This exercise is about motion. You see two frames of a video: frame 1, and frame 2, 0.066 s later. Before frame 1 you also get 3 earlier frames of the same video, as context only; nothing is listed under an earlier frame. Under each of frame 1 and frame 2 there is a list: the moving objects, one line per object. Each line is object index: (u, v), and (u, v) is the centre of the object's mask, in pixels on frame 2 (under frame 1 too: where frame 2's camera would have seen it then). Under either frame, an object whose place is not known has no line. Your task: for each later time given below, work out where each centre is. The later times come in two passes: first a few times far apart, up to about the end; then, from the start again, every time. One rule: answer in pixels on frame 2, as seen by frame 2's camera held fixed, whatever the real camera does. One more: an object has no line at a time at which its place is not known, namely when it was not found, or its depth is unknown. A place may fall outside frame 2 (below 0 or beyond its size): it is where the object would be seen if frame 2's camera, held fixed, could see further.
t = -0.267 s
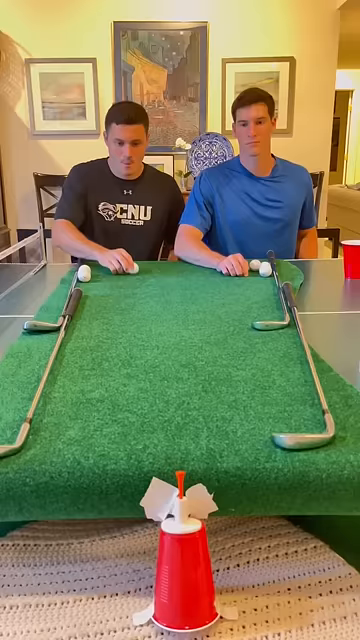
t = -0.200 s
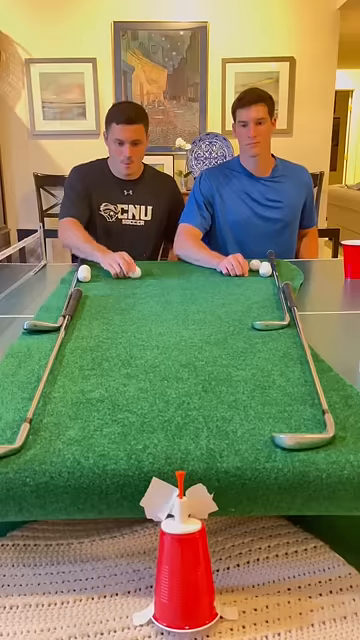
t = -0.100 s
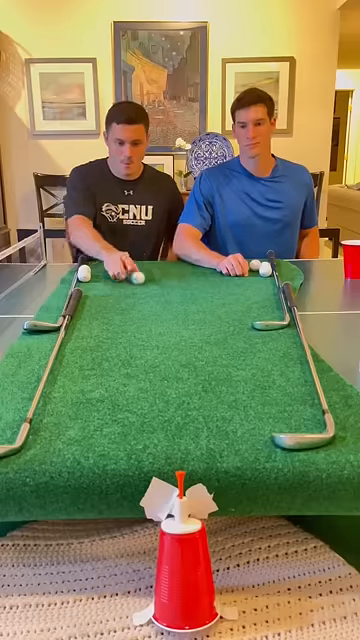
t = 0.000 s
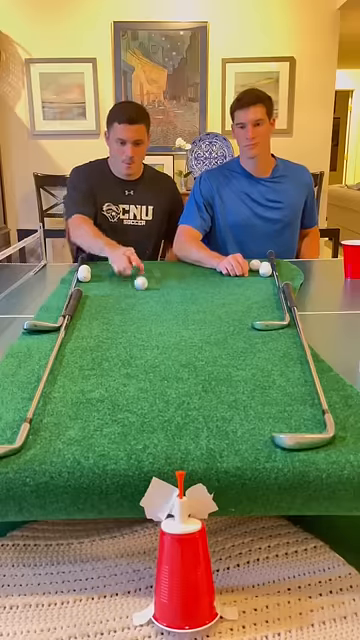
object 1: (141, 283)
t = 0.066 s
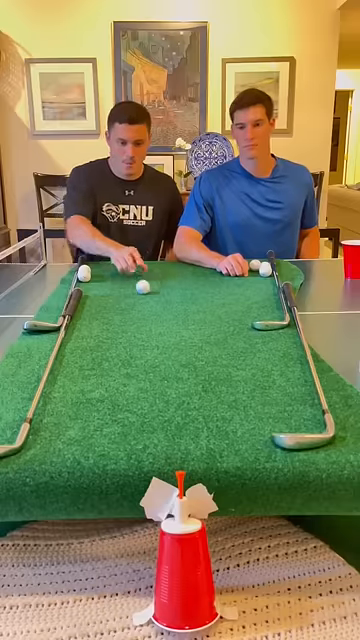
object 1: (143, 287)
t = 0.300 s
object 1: (150, 301)
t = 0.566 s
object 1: (157, 319)
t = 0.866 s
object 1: (166, 342)
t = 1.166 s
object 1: (174, 368)
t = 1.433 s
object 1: (179, 394)
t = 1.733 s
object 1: (180, 424)
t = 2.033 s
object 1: (180, 448)
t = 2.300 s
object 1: (179, 455)
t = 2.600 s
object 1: (179, 456)
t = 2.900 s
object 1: (180, 456)
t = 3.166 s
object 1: (180, 456)
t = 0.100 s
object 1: (143, 289)
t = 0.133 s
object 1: (145, 291)
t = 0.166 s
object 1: (146, 293)
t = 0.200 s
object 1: (147, 295)
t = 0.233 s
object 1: (147, 297)
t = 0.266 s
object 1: (148, 299)
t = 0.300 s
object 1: (150, 301)
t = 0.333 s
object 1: (151, 303)
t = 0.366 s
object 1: (151, 305)
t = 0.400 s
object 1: (152, 307)
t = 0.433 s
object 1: (153, 309)
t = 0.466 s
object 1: (154, 312)
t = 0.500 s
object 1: (155, 314)
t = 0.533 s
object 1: (156, 316)
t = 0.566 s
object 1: (157, 319)
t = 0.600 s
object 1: (159, 322)
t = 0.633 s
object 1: (160, 324)
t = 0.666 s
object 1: (160, 326)
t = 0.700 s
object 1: (161, 329)
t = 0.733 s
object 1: (162, 331)
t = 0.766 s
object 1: (163, 334)
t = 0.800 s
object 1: (164, 337)
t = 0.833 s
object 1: (165, 340)
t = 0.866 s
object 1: (166, 342)
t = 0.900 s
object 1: (167, 345)
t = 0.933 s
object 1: (168, 347)
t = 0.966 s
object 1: (168, 350)
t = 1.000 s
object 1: (170, 353)
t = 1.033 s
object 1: (170, 356)
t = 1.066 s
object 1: (171, 359)
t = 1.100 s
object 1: (172, 362)
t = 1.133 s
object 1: (173, 365)
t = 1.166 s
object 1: (174, 368)
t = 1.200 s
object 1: (175, 371)
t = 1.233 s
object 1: (176, 374)
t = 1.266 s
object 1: (176, 377)
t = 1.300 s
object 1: (177, 381)
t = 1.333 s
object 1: (178, 384)
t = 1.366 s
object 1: (178, 387)
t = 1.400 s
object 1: (179, 391)
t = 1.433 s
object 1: (179, 394)
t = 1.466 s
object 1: (180, 397)
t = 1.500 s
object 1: (180, 401)
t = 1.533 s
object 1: (180, 404)
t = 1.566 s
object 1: (180, 407)
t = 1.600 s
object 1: (180, 410)
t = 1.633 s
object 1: (180, 414)
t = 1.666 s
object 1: (181, 417)
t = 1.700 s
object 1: (181, 421)
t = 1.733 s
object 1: (180, 424)
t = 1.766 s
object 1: (180, 428)
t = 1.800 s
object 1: (180, 431)
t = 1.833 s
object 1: (180, 434)
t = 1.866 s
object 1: (180, 437)
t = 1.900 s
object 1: (180, 439)
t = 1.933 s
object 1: (180, 442)
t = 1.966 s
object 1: (180, 443)
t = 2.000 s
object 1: (180, 445)
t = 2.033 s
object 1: (180, 448)
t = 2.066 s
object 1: (179, 450)
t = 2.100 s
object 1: (179, 454)
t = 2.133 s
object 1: (179, 457)
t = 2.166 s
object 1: (179, 458)
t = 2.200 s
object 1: (179, 457)
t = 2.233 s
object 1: (179, 457)
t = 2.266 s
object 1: (179, 456)
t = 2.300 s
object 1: (179, 455)
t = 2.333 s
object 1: (179, 455)
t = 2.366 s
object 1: (179, 456)
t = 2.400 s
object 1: (179, 456)
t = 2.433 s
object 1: (179, 456)
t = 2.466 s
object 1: (179, 456)
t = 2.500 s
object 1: (179, 456)
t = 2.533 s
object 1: (179, 456)
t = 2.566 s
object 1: (179, 456)
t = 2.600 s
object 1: (179, 456)
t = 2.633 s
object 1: (179, 456)
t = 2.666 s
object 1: (180, 456)
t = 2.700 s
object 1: (179, 456)
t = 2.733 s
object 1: (180, 456)
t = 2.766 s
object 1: (180, 456)
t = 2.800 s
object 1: (180, 456)
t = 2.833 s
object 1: (180, 456)
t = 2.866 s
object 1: (180, 456)
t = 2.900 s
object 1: (180, 456)
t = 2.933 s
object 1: (180, 456)
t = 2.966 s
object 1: (180, 456)
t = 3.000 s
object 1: (180, 456)
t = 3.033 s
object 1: (180, 456)
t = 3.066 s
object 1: (180, 456)
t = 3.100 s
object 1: (180, 456)
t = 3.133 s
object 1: (180, 456)
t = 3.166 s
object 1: (180, 456)
